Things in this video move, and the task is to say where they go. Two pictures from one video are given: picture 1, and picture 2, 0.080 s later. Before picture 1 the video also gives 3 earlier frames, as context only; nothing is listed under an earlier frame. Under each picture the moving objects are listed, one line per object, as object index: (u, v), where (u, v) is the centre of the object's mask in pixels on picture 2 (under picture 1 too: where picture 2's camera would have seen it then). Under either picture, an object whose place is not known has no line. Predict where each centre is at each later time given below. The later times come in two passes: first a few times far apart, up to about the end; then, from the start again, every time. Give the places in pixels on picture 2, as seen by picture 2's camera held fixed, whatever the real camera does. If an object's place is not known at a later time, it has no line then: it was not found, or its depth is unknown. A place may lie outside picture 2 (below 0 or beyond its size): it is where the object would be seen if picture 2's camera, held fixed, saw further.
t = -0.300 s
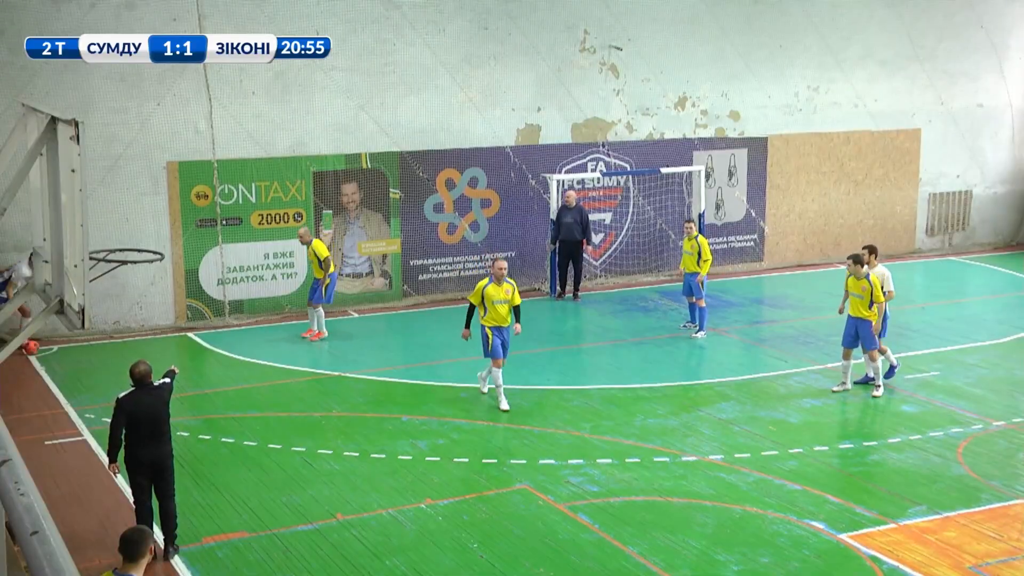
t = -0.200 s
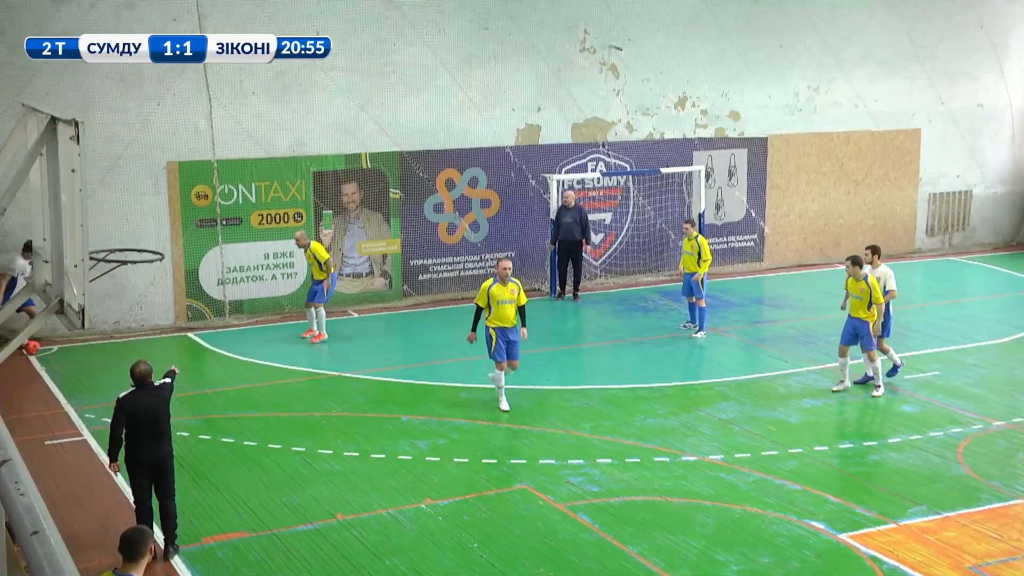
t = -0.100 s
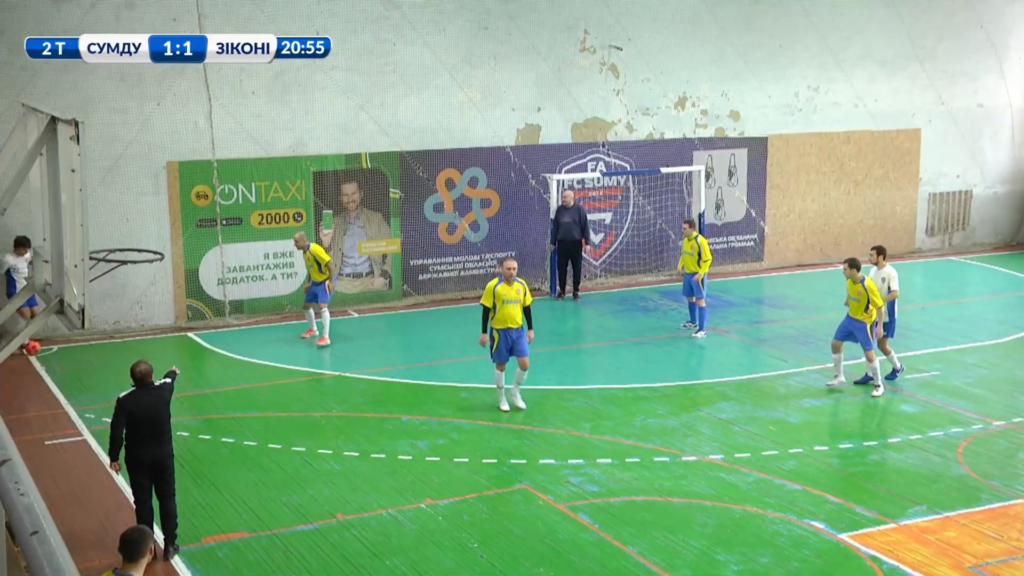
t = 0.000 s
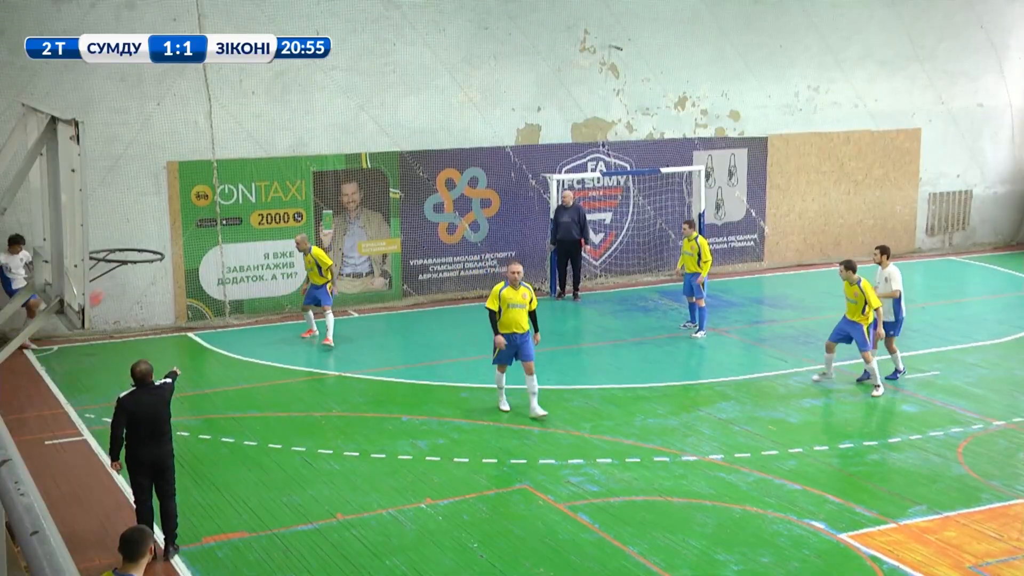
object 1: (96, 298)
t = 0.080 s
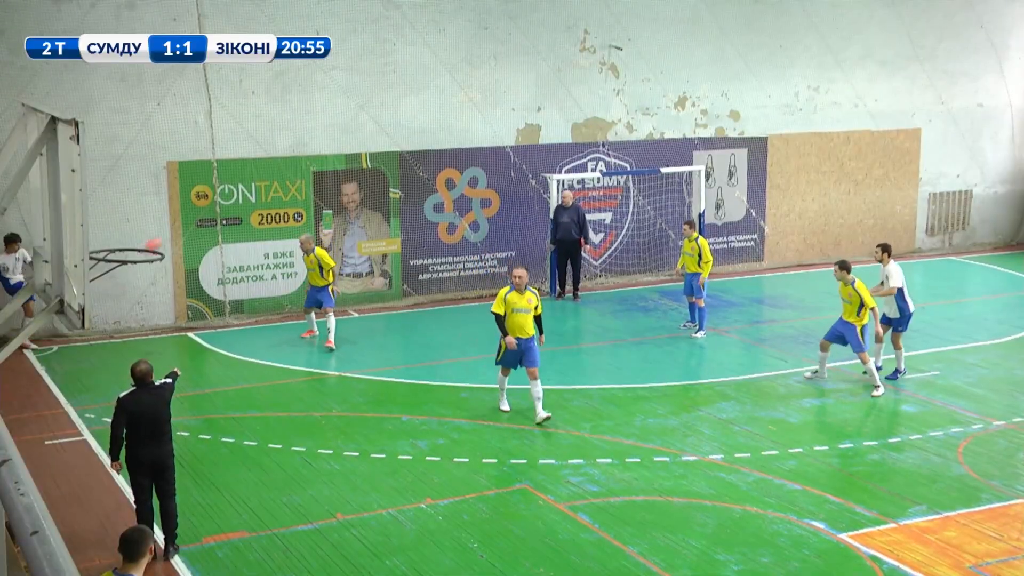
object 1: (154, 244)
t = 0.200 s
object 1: (237, 174)
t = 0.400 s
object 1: (381, 78)
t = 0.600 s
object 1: (529, 10)
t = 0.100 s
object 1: (166, 233)
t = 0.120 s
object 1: (179, 221)
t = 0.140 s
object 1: (195, 209)
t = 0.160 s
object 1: (207, 196)
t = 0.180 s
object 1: (223, 184)
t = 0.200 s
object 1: (237, 174)
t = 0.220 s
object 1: (251, 163)
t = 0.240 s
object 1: (265, 153)
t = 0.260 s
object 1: (280, 143)
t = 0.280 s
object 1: (294, 133)
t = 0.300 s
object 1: (309, 124)
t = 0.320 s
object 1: (323, 114)
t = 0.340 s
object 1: (338, 104)
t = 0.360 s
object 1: (352, 95)
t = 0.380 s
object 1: (367, 87)
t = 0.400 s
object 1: (381, 78)
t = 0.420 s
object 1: (395, 70)
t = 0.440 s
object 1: (410, 62)
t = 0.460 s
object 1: (426, 55)
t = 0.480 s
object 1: (439, 48)
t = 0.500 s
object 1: (455, 41)
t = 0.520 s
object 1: (470, 34)
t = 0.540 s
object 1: (484, 28)
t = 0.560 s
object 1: (499, 22)
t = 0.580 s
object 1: (514, 16)
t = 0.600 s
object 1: (529, 10)
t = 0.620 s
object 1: (543, 6)
